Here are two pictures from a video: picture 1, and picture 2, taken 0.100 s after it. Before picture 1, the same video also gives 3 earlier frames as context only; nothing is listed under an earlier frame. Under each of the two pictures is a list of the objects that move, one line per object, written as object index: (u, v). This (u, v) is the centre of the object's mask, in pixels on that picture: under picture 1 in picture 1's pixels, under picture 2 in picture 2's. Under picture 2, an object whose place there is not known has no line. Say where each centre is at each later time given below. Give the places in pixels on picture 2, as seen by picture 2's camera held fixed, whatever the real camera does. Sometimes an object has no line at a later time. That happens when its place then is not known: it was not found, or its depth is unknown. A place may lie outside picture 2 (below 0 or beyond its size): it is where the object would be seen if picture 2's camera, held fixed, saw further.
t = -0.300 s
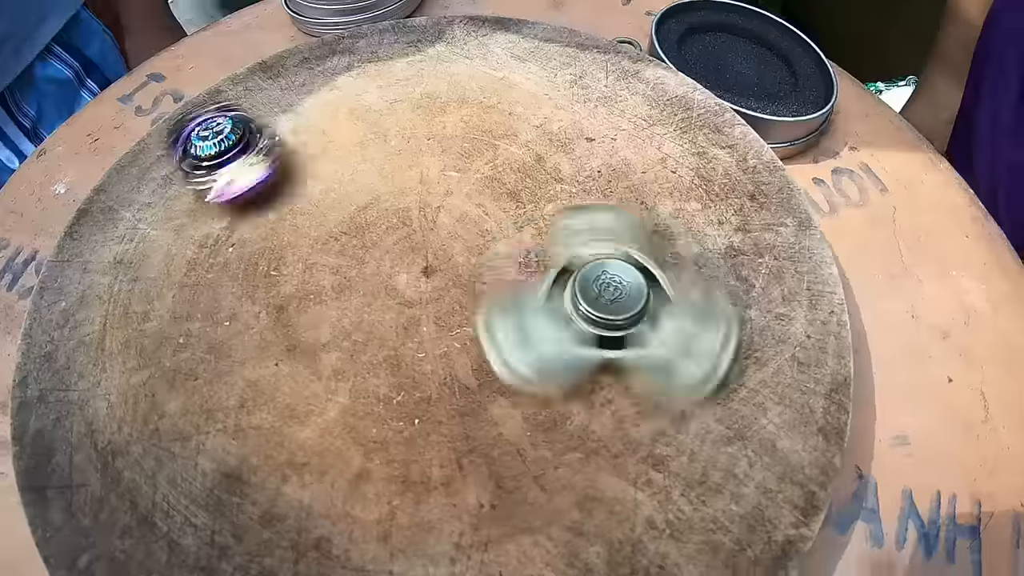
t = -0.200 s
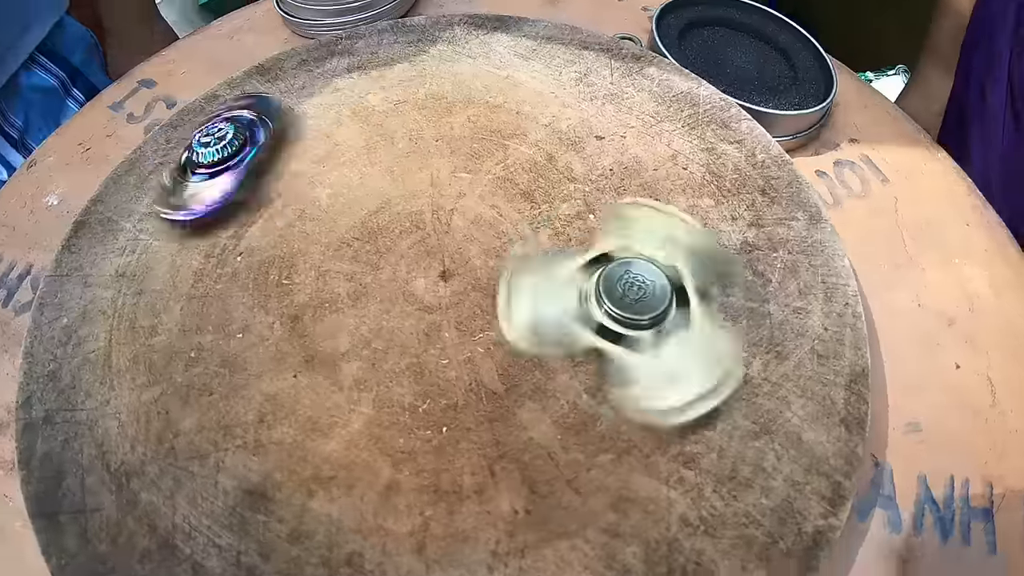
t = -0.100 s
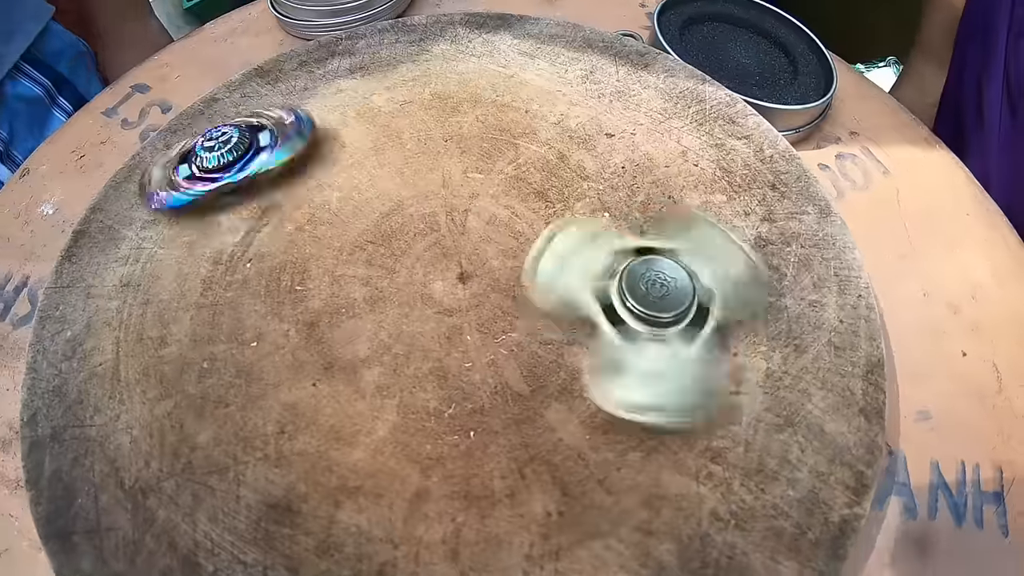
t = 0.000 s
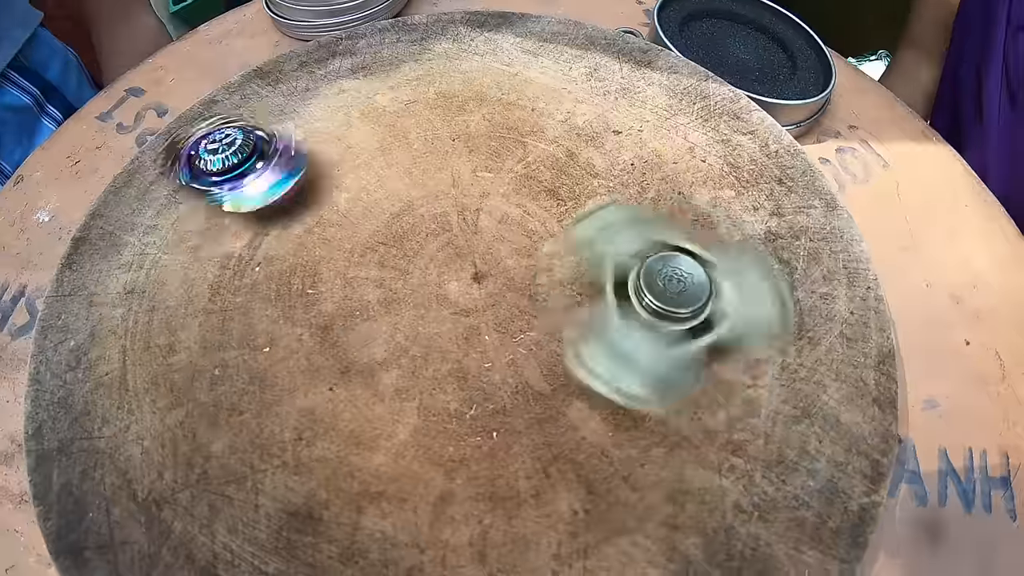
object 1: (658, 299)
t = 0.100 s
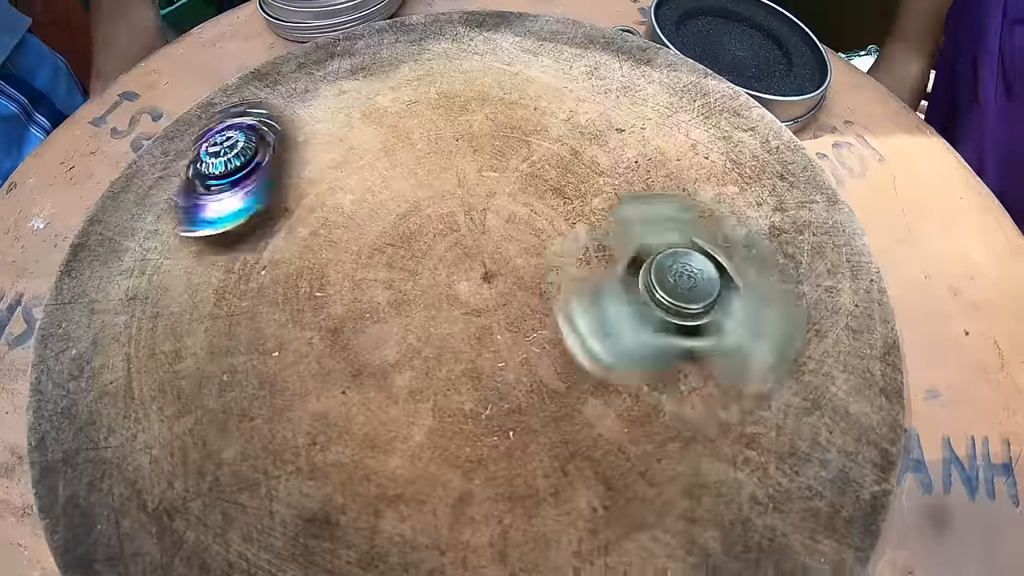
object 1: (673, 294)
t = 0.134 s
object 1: (678, 303)
